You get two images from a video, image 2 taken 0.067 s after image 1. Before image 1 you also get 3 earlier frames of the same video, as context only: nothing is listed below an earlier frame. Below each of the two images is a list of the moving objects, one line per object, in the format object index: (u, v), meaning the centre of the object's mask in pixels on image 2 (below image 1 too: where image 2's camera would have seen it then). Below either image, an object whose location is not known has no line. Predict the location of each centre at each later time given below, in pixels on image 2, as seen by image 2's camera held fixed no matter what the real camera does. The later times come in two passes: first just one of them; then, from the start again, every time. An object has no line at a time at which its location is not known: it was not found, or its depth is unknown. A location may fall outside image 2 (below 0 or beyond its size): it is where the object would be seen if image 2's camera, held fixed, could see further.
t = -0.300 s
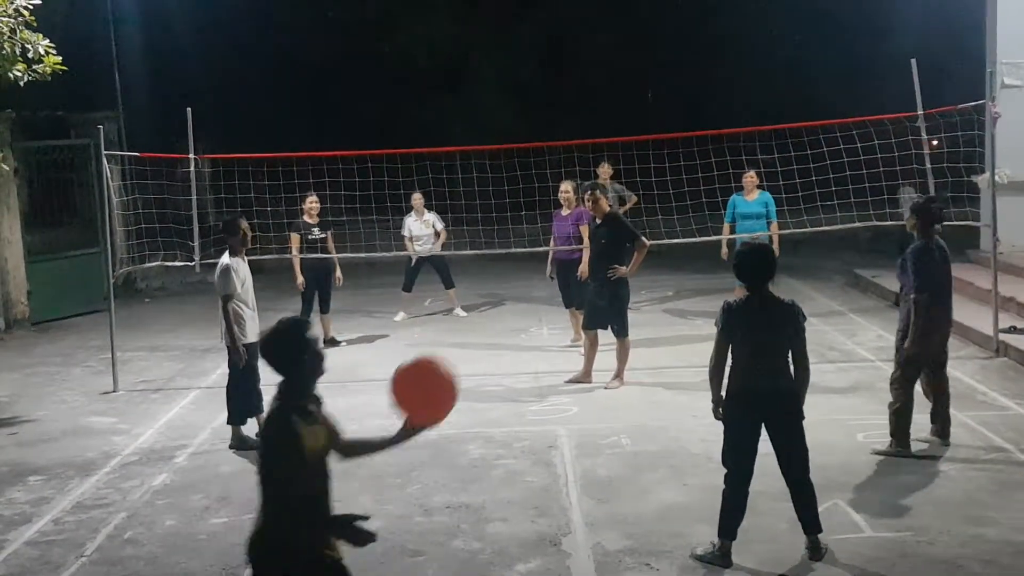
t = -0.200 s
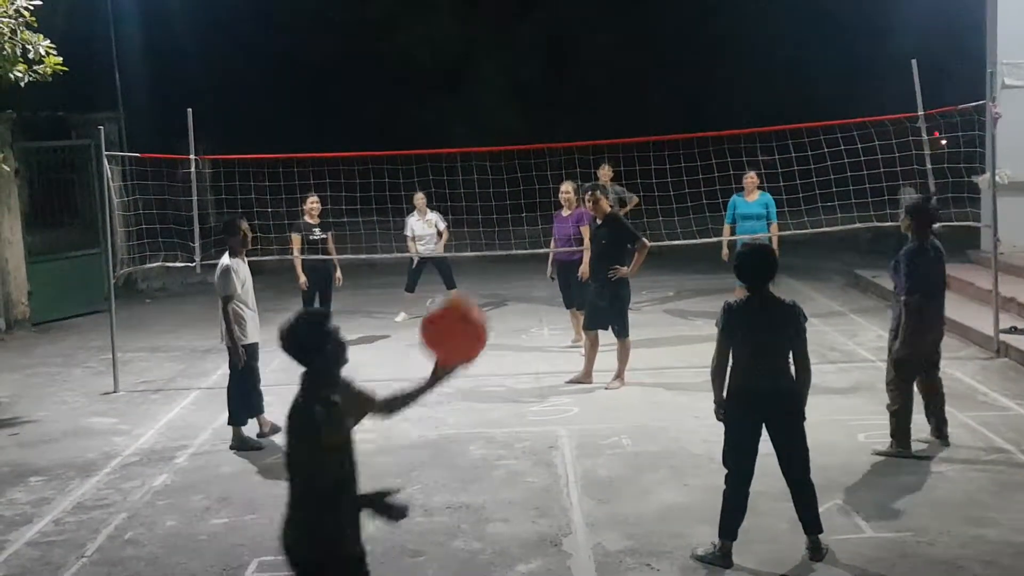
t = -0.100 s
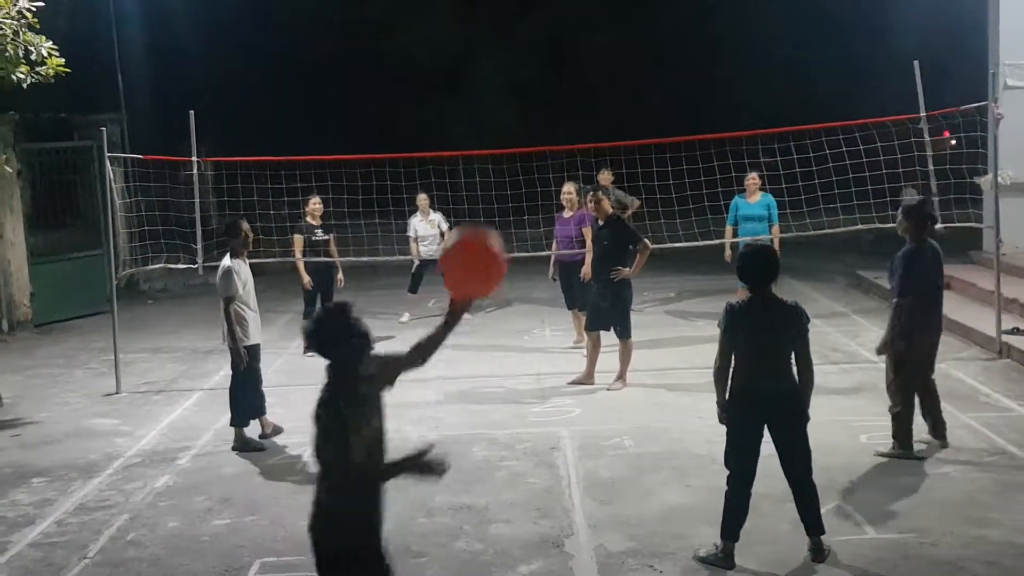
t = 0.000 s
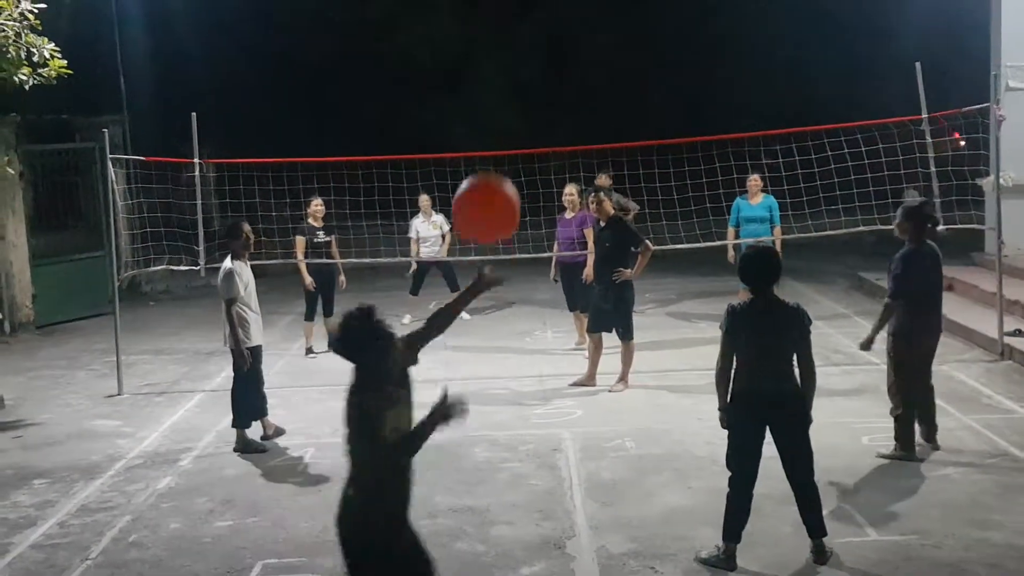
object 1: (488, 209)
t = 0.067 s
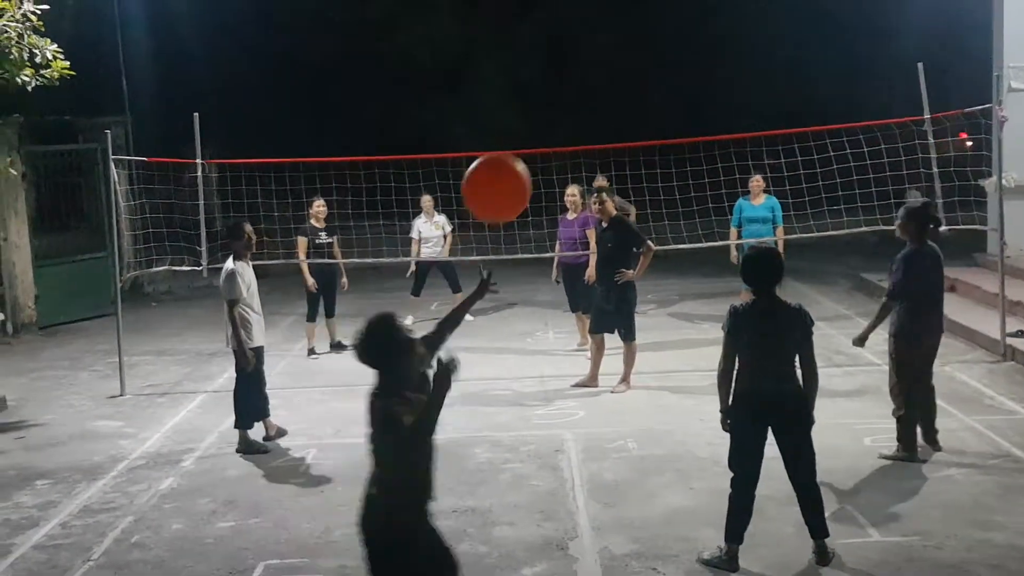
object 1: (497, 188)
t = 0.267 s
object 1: (524, 186)
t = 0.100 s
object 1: (501, 181)
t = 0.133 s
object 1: (506, 177)
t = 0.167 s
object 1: (510, 175)
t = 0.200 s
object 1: (515, 176)
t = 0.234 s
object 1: (519, 180)
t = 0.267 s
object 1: (524, 186)
